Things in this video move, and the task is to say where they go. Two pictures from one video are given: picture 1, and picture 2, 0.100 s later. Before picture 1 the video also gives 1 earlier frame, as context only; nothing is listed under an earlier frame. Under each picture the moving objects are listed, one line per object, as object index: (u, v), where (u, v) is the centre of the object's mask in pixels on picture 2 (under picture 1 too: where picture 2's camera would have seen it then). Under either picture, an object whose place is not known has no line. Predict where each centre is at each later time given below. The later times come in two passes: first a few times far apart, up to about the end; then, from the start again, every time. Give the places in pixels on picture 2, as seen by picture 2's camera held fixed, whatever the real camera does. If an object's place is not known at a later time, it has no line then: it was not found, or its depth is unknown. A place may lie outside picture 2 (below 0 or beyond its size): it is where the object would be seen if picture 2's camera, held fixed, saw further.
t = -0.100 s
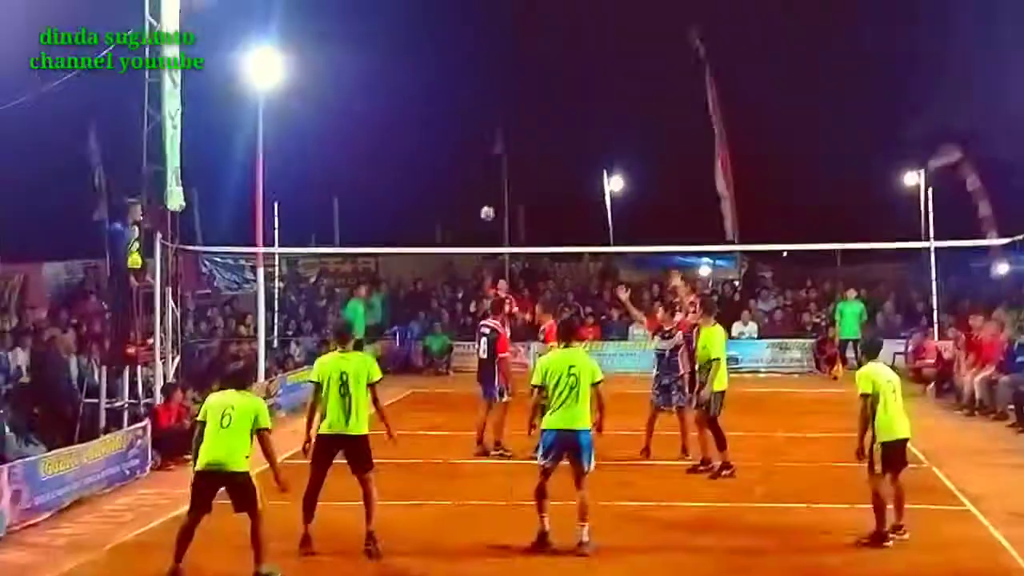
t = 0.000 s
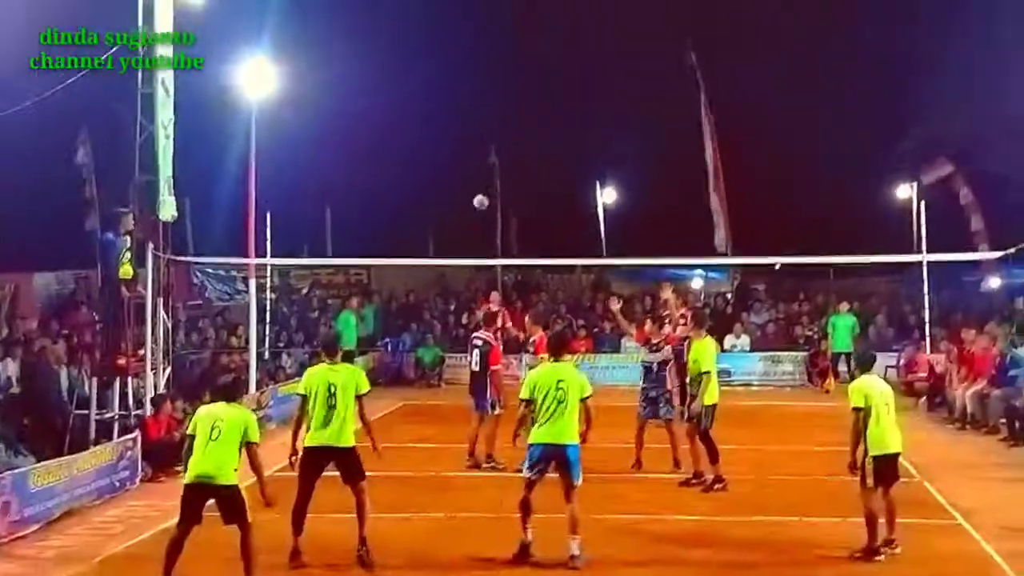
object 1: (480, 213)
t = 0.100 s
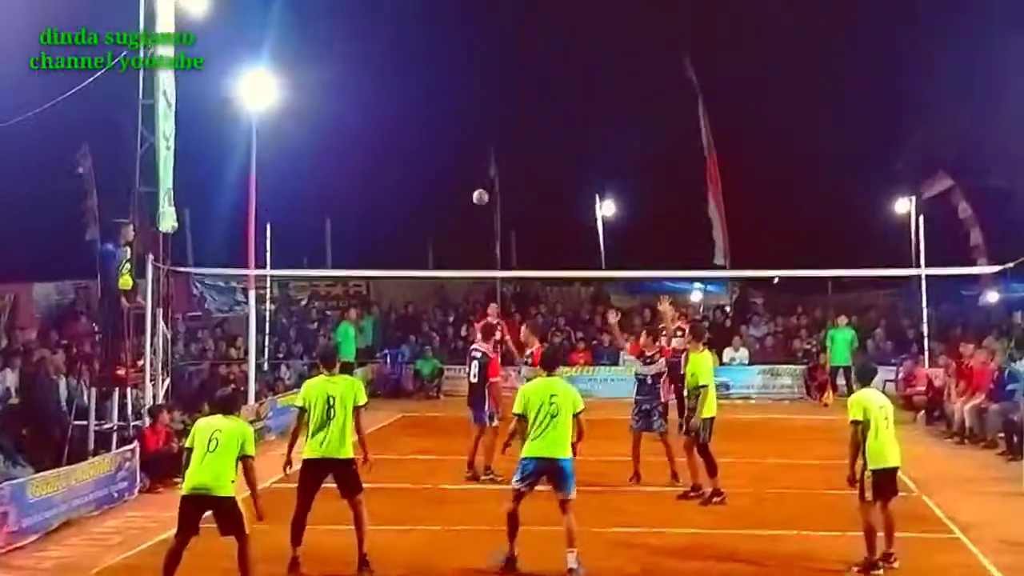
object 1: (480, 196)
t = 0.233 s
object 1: (479, 184)
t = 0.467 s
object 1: (475, 196)
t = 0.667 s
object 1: (472, 247)
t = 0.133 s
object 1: (480, 193)
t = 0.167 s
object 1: (479, 189)
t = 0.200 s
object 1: (479, 186)
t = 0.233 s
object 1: (479, 184)
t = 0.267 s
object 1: (479, 184)
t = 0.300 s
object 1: (478, 183)
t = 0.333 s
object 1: (478, 184)
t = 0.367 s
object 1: (477, 186)
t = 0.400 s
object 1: (476, 188)
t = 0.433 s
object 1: (476, 192)
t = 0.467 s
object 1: (475, 196)
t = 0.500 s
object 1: (474, 202)
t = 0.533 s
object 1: (474, 208)
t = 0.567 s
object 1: (473, 216)
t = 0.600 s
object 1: (473, 225)
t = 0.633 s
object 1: (473, 235)
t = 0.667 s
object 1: (472, 247)
